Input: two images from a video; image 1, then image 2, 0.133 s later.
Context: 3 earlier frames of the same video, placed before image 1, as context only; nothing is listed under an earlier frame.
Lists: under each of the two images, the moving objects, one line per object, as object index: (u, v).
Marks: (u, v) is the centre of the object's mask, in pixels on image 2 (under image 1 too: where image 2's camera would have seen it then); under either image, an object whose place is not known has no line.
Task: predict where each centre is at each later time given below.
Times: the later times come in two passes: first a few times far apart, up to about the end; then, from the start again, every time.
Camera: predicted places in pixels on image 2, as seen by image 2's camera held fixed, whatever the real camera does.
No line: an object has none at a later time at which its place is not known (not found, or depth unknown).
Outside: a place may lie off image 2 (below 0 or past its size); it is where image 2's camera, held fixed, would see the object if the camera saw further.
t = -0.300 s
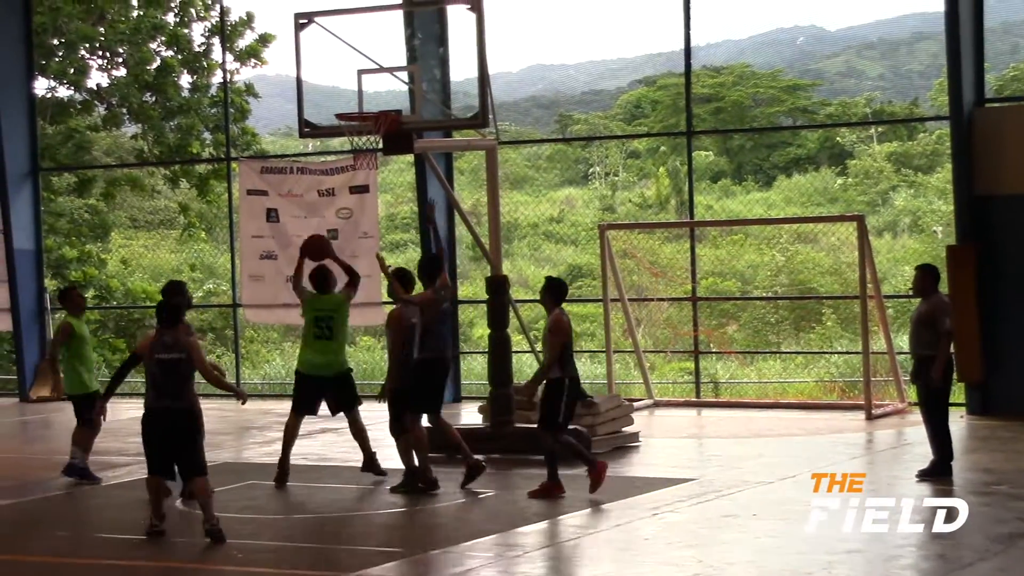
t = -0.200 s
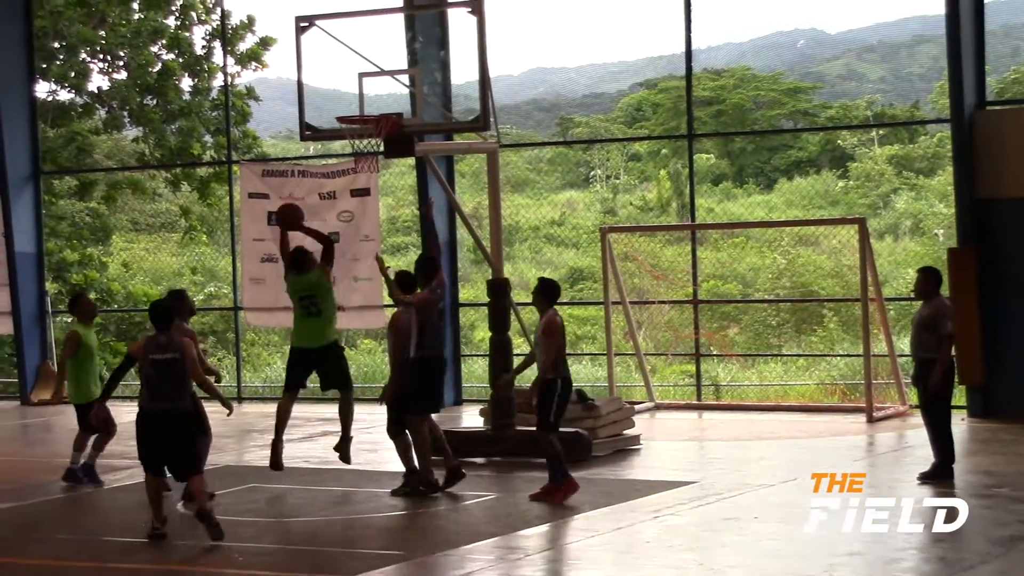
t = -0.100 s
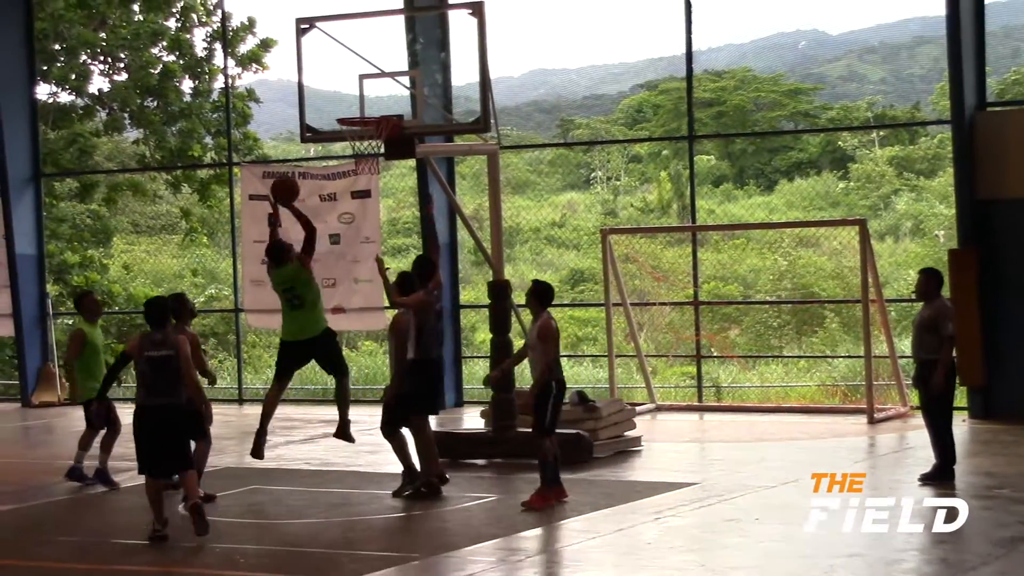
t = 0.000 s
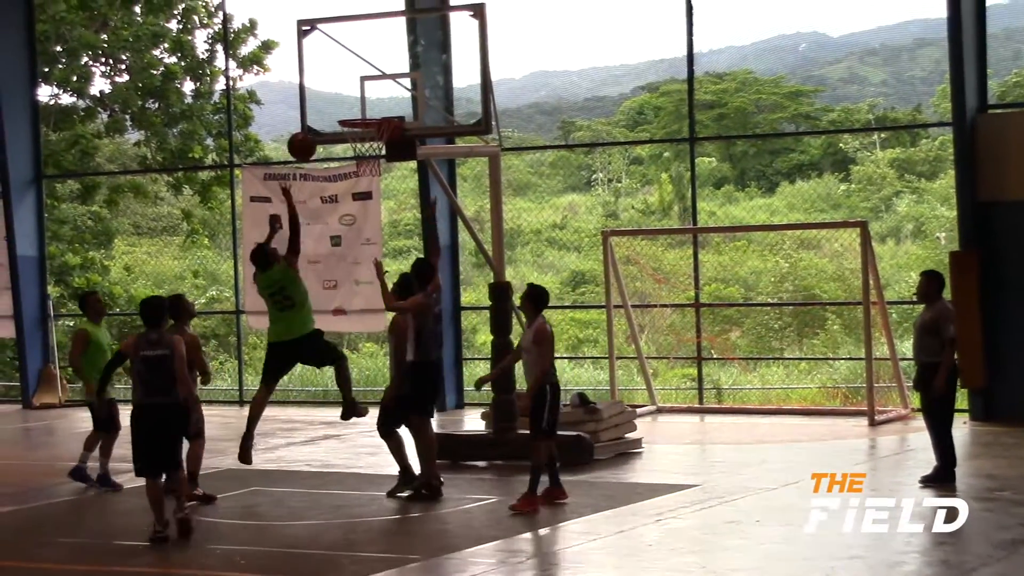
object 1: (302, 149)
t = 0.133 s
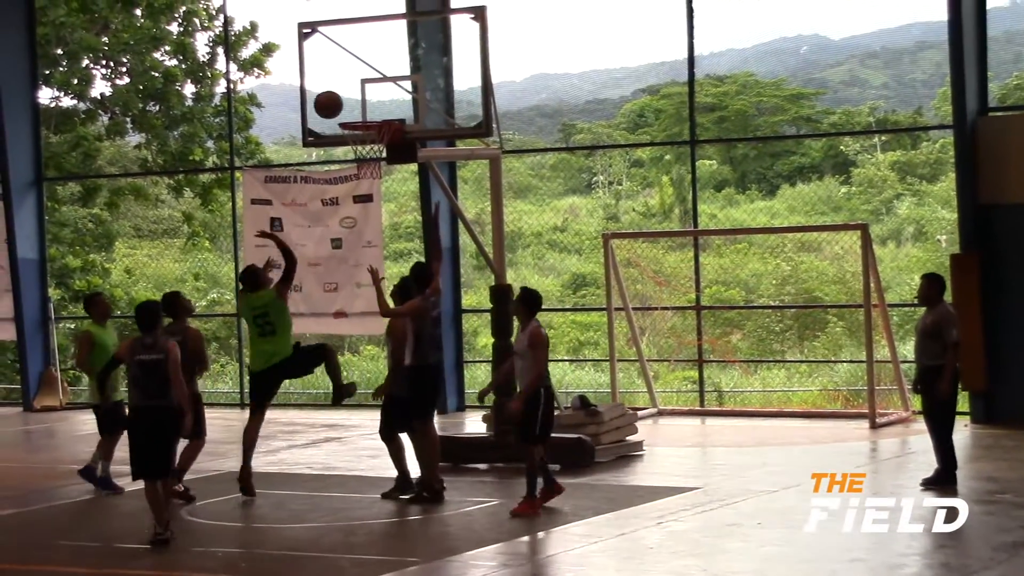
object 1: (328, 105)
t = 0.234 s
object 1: (339, 89)
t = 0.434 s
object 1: (333, 105)
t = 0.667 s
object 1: (307, 113)
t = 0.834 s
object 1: (288, 151)
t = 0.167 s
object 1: (335, 97)
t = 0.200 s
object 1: (340, 91)
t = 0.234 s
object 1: (339, 89)
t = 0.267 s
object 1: (338, 89)
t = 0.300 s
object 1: (337, 89)
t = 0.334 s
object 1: (336, 91)
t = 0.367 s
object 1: (335, 95)
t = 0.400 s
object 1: (334, 99)
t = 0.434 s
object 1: (333, 105)
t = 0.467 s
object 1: (332, 111)
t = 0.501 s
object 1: (328, 108)
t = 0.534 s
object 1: (324, 107)
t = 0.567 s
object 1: (320, 106)
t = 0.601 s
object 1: (317, 107)
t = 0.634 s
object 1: (312, 109)
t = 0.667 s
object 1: (307, 113)
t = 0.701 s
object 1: (303, 118)
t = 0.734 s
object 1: (299, 124)
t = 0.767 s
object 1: (294, 132)
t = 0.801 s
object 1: (291, 141)
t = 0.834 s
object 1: (288, 151)
